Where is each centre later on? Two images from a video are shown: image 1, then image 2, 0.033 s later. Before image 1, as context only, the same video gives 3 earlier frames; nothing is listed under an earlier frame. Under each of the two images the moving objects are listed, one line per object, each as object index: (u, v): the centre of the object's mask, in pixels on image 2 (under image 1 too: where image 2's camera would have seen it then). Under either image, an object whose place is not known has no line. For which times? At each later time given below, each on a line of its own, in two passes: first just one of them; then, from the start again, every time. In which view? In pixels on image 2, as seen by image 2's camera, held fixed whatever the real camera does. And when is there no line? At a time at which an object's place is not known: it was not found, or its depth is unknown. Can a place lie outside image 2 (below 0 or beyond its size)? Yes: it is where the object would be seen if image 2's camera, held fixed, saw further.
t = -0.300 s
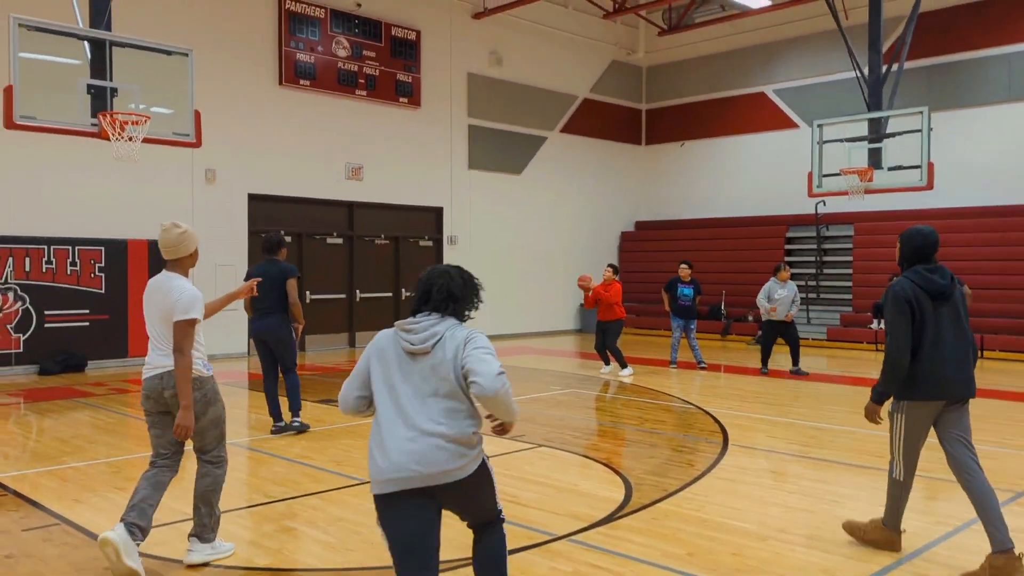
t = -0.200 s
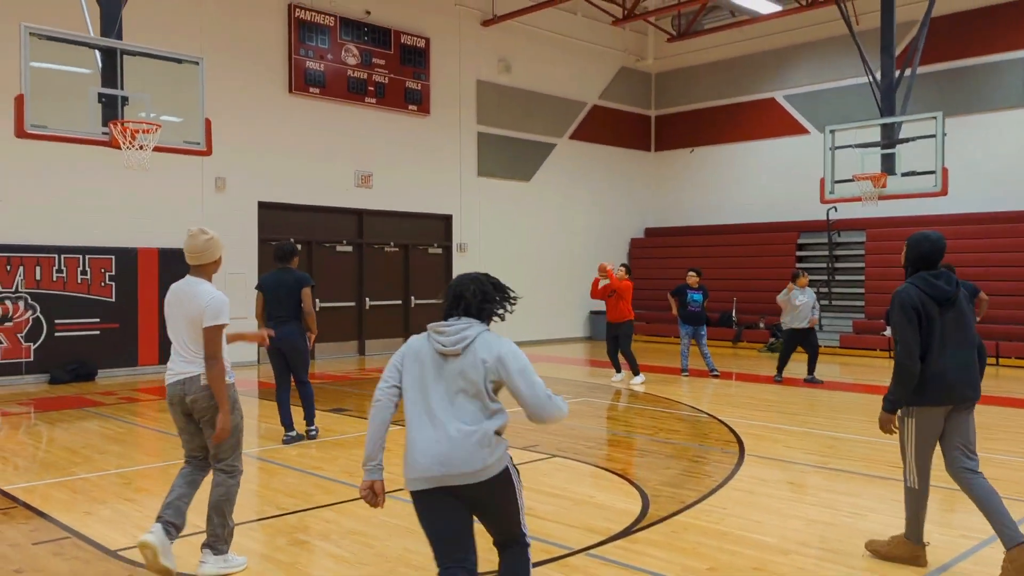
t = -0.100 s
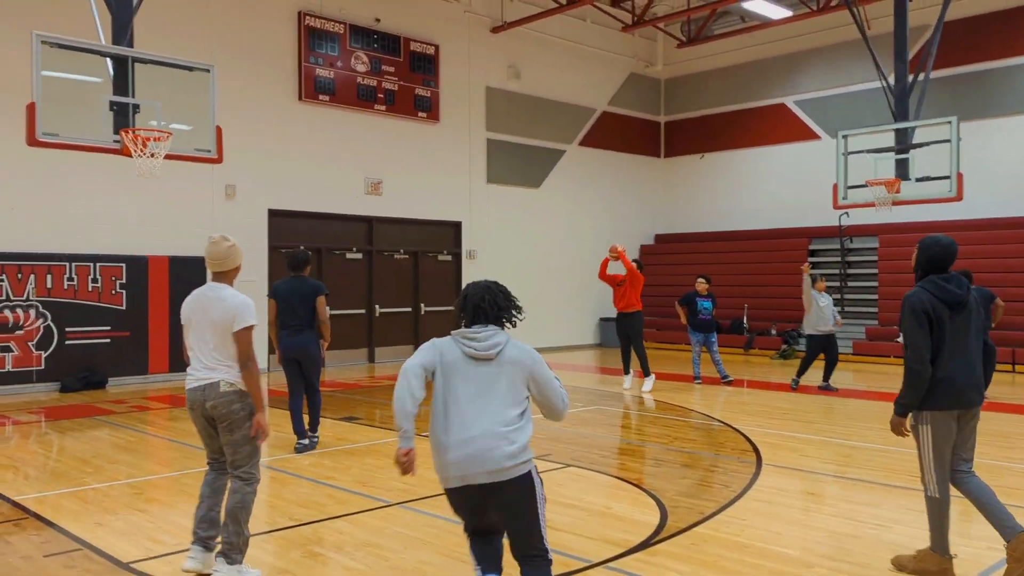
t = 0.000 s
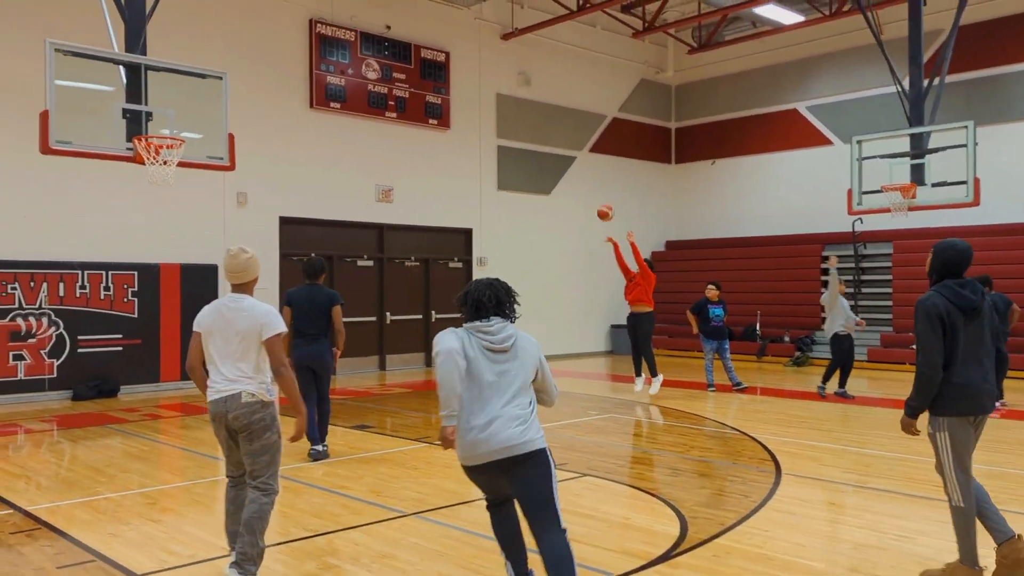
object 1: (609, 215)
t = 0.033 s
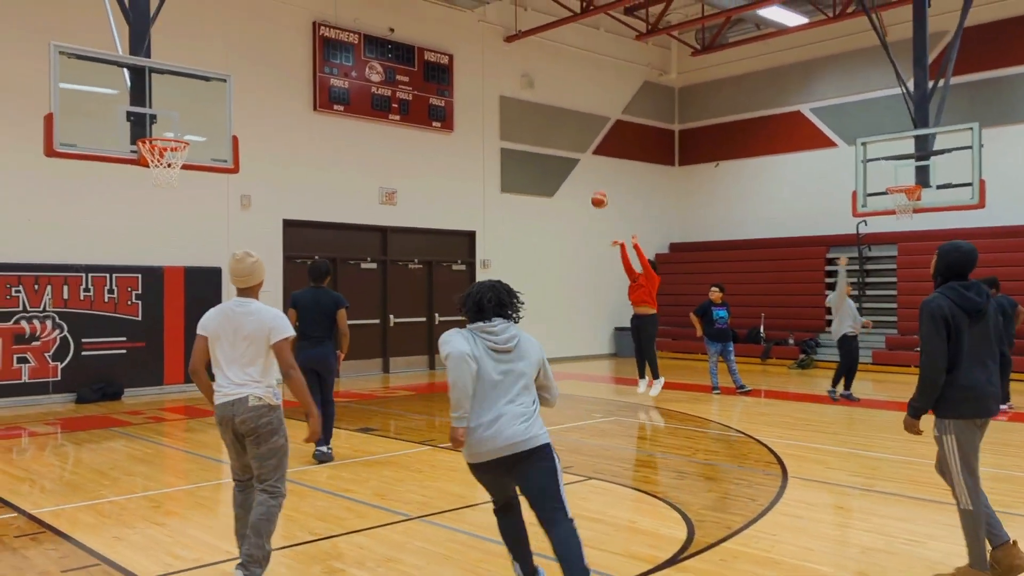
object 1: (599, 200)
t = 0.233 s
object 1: (538, 120)
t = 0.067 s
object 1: (589, 185)
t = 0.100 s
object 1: (579, 171)
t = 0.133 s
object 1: (570, 157)
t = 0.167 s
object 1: (559, 144)
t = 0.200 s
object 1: (548, 132)
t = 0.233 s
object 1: (538, 120)
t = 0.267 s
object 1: (527, 109)
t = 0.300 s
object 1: (516, 99)
